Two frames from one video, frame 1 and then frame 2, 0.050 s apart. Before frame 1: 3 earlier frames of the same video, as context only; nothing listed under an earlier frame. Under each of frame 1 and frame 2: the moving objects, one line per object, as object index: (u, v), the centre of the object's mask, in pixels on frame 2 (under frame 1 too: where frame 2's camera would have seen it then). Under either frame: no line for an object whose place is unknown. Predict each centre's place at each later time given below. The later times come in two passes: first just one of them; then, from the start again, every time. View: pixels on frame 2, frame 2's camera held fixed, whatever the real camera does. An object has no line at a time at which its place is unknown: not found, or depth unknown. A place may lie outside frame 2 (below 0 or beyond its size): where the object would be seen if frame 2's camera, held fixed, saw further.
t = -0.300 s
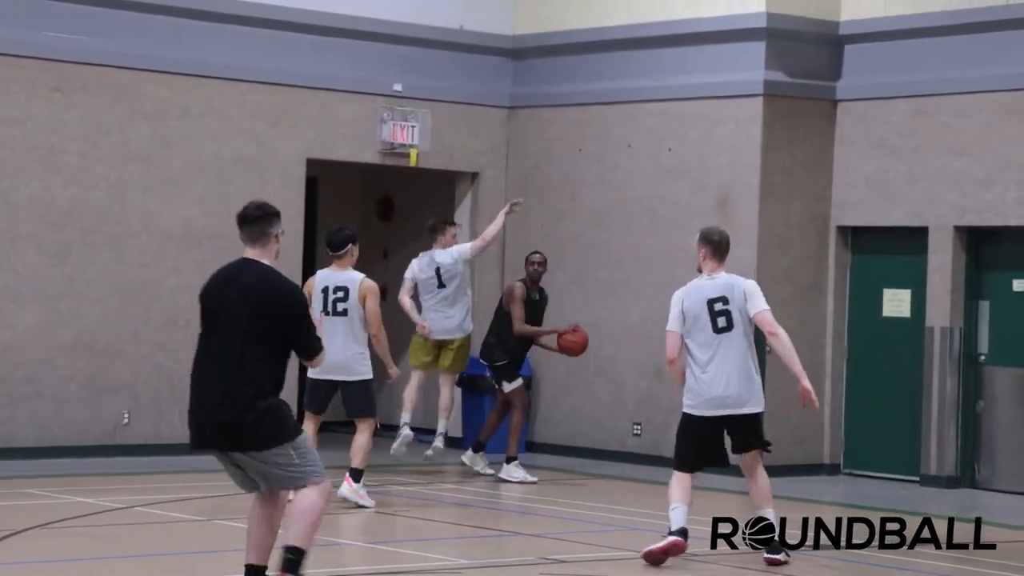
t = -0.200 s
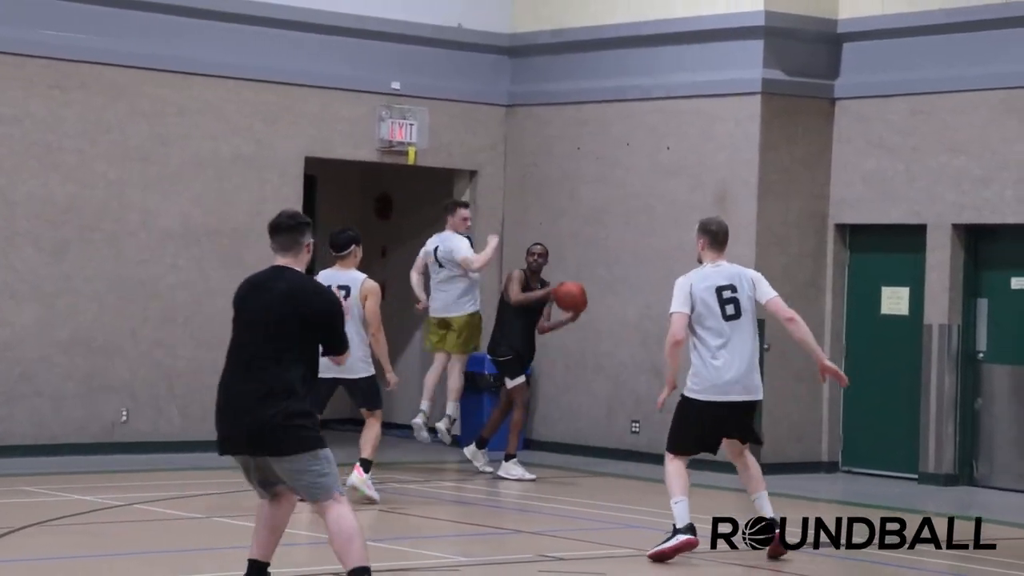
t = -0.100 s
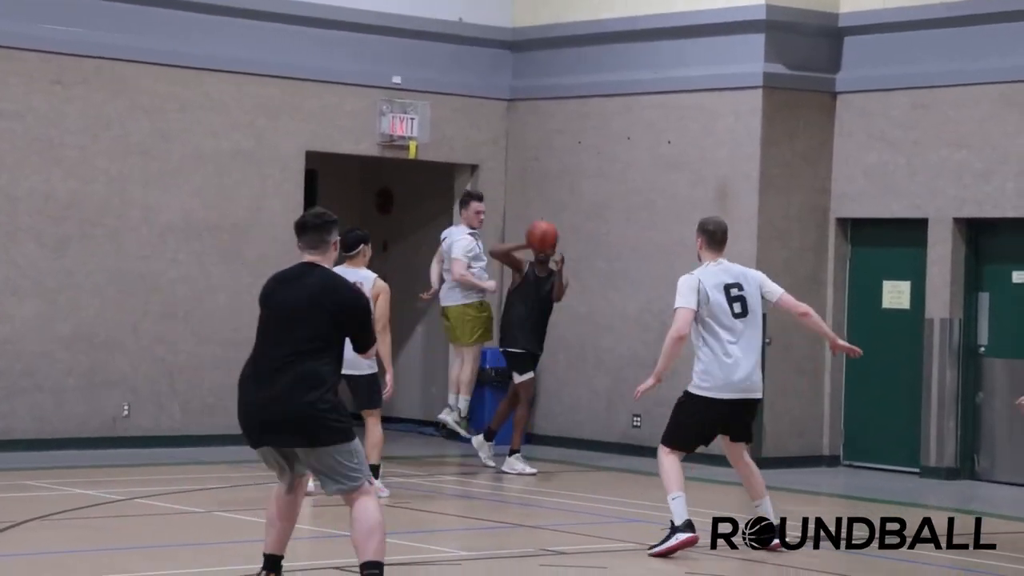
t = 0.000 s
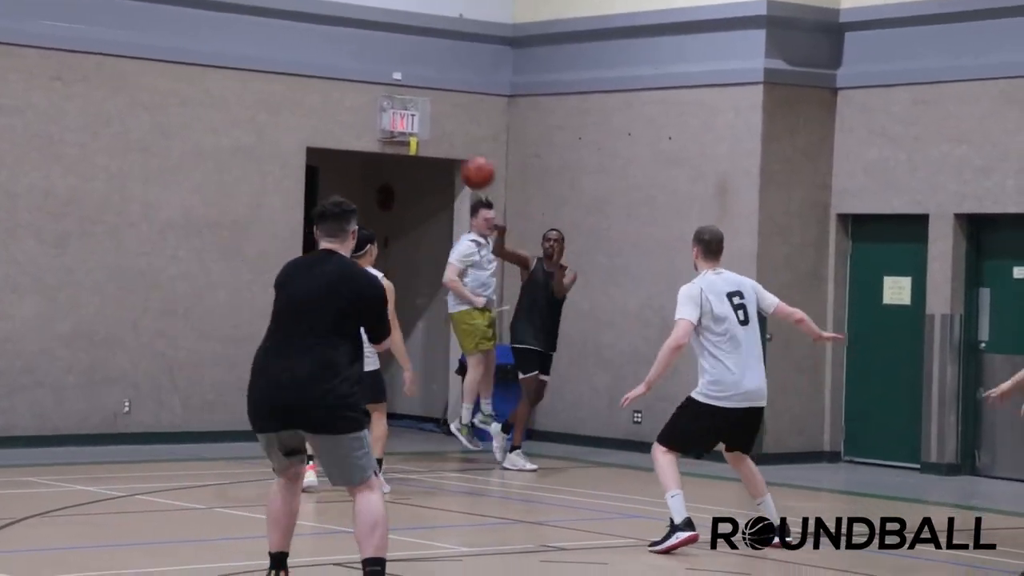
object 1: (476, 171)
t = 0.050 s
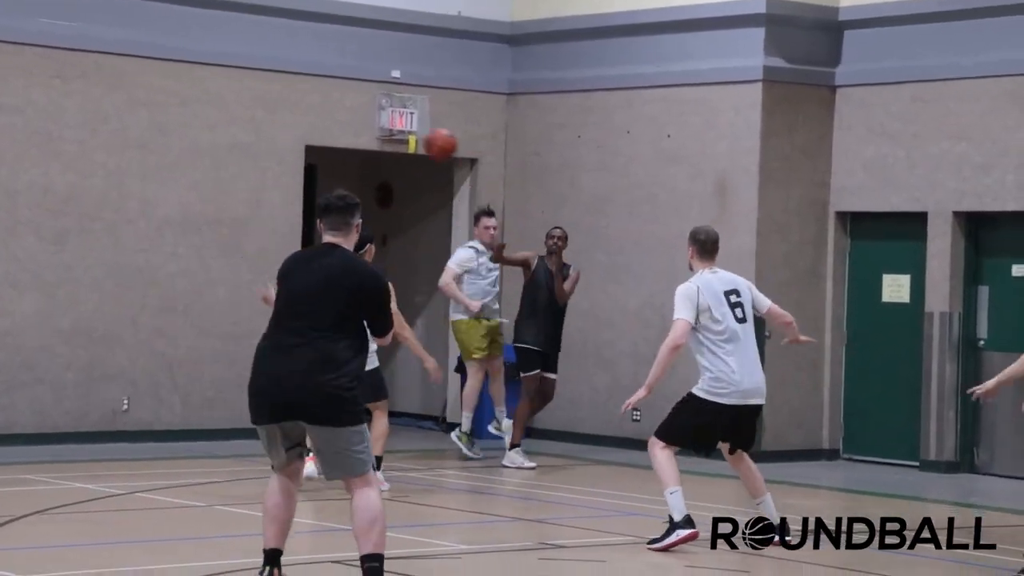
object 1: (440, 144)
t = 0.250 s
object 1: (279, 67)
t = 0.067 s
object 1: (428, 136)
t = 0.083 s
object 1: (415, 129)
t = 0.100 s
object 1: (403, 121)
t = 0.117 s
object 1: (389, 113)
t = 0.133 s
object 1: (376, 106)
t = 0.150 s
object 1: (363, 100)
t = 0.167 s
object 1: (350, 93)
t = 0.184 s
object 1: (337, 88)
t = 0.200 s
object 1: (322, 82)
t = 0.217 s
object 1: (308, 77)
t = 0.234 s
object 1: (293, 71)
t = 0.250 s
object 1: (279, 67)
